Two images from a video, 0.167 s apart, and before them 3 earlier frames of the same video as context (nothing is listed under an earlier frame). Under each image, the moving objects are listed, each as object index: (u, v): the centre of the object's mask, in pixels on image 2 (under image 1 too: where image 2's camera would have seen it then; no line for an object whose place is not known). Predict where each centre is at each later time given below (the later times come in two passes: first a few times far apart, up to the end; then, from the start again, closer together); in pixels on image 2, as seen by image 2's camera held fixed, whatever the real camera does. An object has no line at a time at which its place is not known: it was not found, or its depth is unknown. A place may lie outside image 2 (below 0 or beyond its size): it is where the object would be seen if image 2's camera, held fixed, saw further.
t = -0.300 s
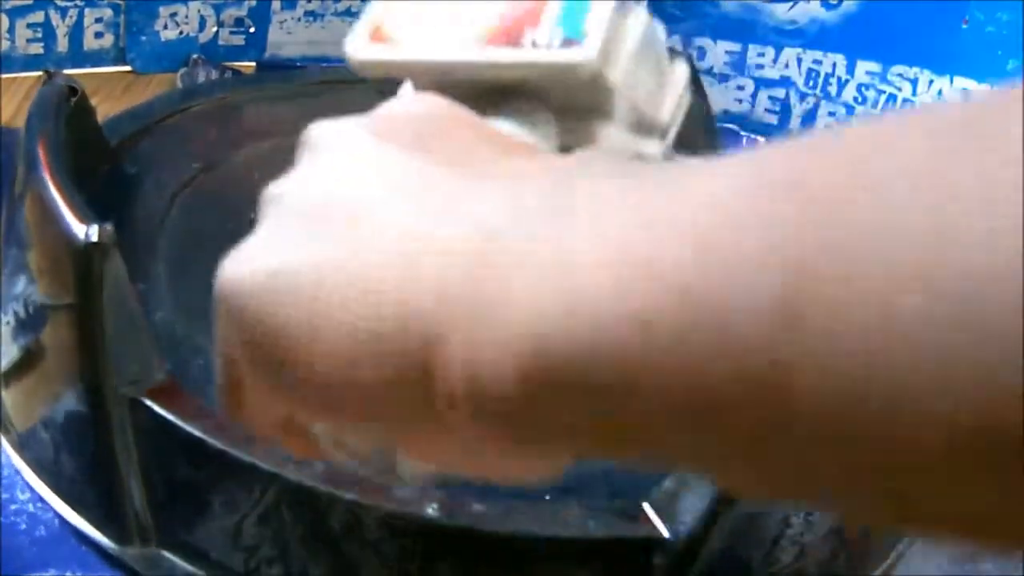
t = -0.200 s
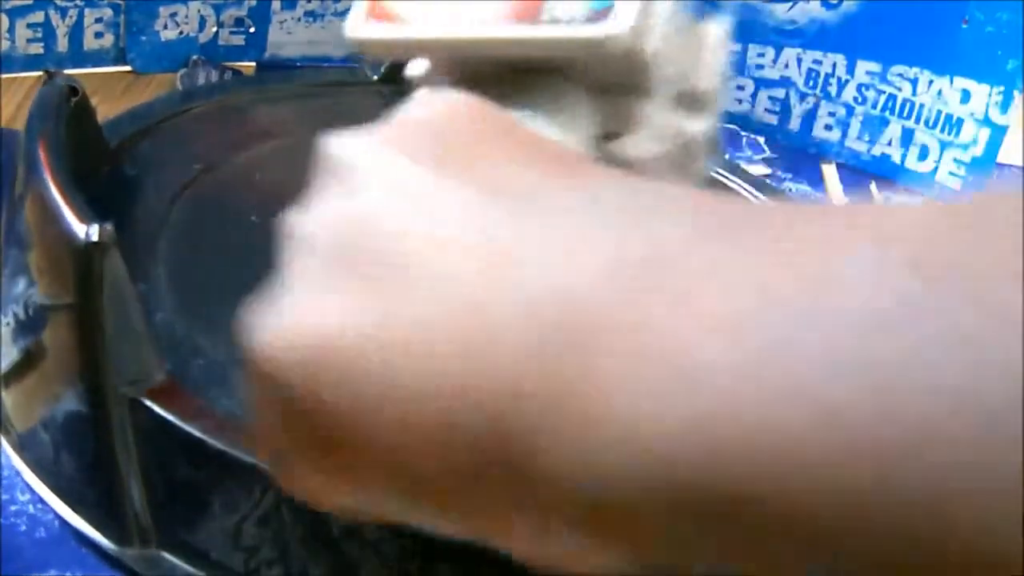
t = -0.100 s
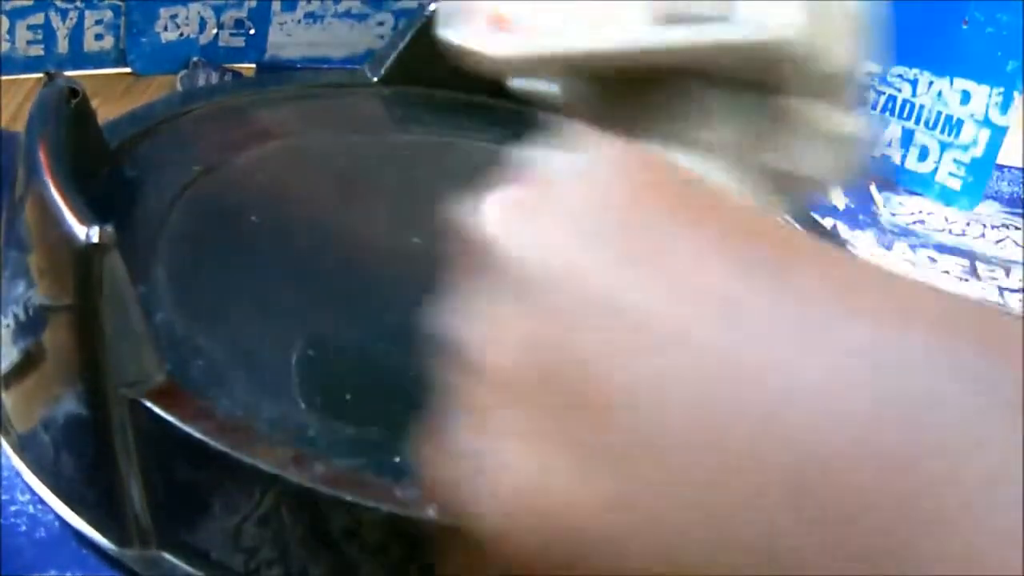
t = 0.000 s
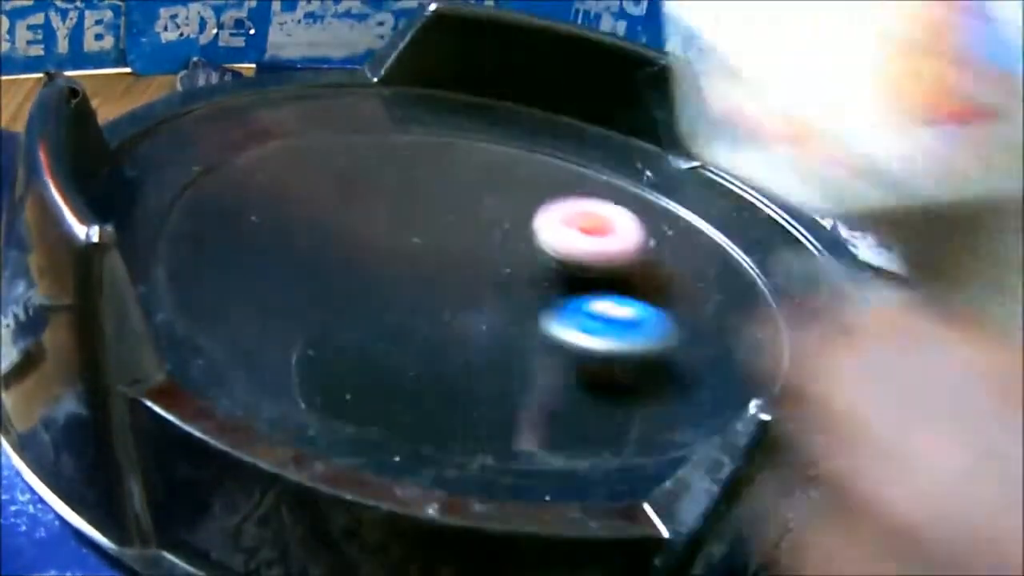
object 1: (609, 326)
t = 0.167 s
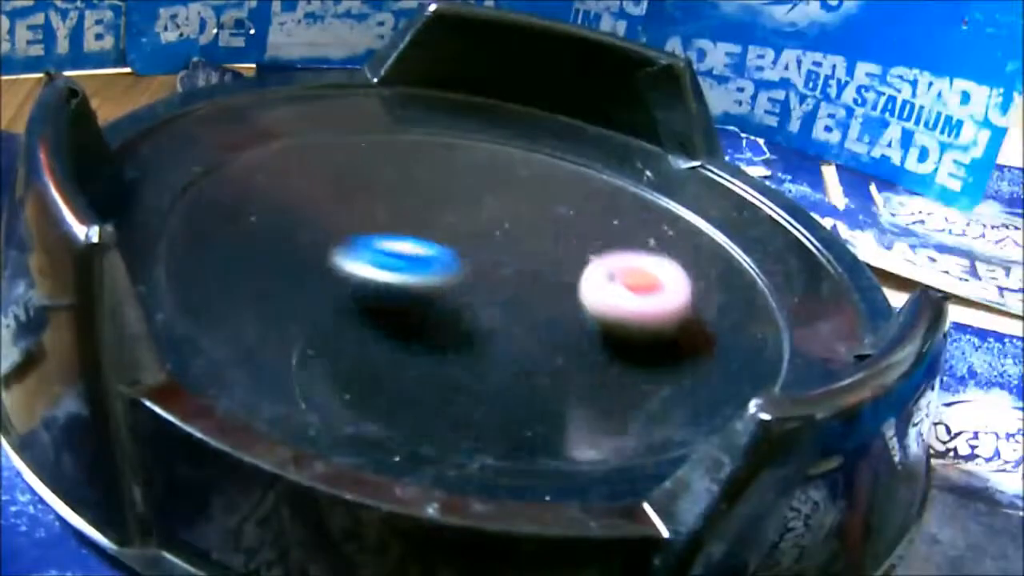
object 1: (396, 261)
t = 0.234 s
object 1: (320, 252)
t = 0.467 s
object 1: (258, 328)
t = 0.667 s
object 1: (382, 378)
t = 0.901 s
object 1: (511, 289)
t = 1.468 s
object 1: (677, 256)
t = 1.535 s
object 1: (616, 225)
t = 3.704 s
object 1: (700, 286)
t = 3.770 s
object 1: (678, 272)
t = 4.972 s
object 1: (483, 194)
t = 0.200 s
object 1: (357, 256)
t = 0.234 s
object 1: (320, 252)
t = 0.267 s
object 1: (286, 252)
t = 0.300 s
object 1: (257, 257)
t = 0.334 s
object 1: (230, 265)
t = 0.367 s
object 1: (209, 273)
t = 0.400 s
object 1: (218, 284)
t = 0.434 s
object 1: (239, 308)
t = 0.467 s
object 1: (258, 328)
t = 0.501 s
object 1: (278, 342)
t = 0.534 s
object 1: (296, 356)
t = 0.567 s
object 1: (315, 366)
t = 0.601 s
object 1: (335, 373)
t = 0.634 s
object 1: (357, 376)
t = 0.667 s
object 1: (382, 378)
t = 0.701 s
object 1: (411, 381)
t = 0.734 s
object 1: (441, 374)
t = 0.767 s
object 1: (470, 364)
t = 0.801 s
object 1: (493, 353)
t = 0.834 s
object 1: (506, 333)
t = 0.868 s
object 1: (513, 313)
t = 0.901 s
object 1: (511, 289)
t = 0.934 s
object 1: (503, 269)
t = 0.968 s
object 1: (521, 295)
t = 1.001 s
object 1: (548, 330)
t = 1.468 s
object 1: (677, 256)
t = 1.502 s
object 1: (650, 240)
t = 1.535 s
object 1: (616, 225)
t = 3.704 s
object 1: (700, 286)
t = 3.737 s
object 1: (695, 279)
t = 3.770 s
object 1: (678, 272)
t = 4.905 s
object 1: (547, 215)
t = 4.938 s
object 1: (517, 203)
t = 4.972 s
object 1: (483, 194)
